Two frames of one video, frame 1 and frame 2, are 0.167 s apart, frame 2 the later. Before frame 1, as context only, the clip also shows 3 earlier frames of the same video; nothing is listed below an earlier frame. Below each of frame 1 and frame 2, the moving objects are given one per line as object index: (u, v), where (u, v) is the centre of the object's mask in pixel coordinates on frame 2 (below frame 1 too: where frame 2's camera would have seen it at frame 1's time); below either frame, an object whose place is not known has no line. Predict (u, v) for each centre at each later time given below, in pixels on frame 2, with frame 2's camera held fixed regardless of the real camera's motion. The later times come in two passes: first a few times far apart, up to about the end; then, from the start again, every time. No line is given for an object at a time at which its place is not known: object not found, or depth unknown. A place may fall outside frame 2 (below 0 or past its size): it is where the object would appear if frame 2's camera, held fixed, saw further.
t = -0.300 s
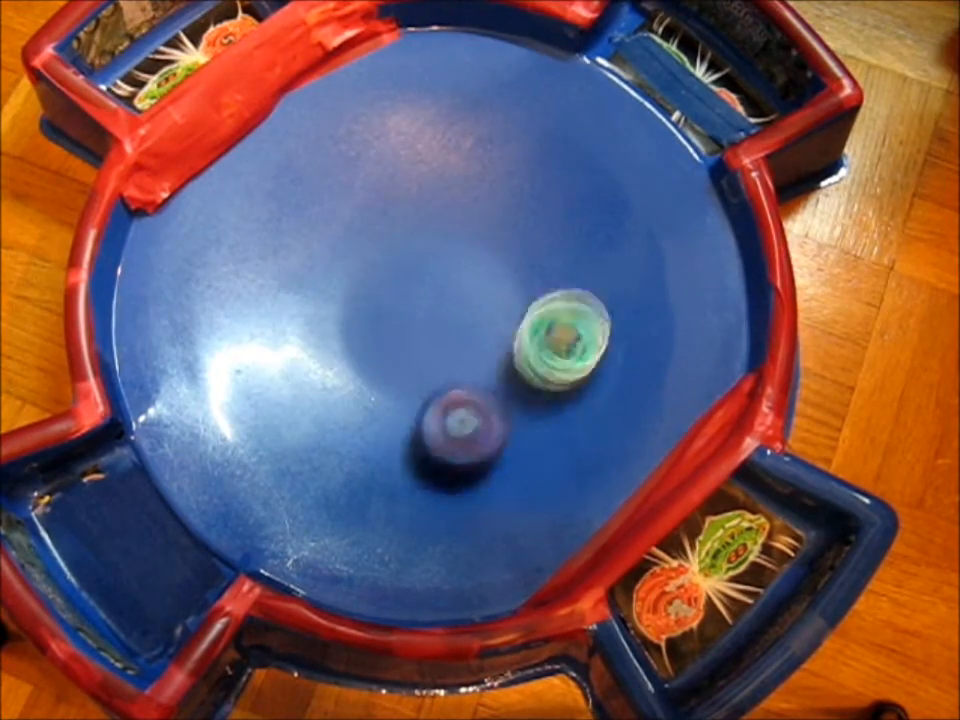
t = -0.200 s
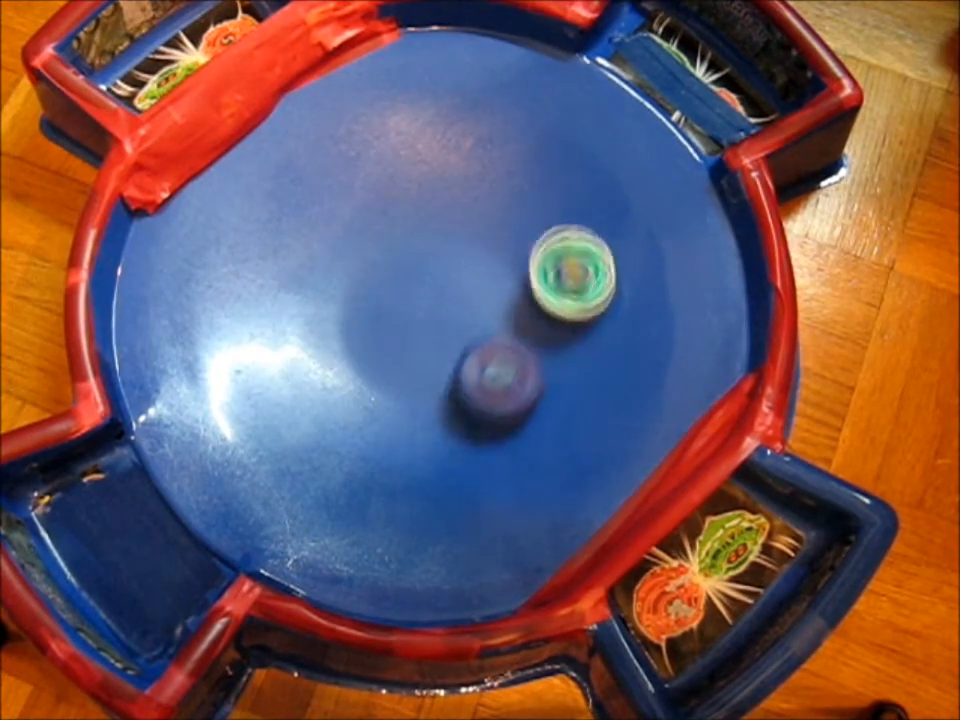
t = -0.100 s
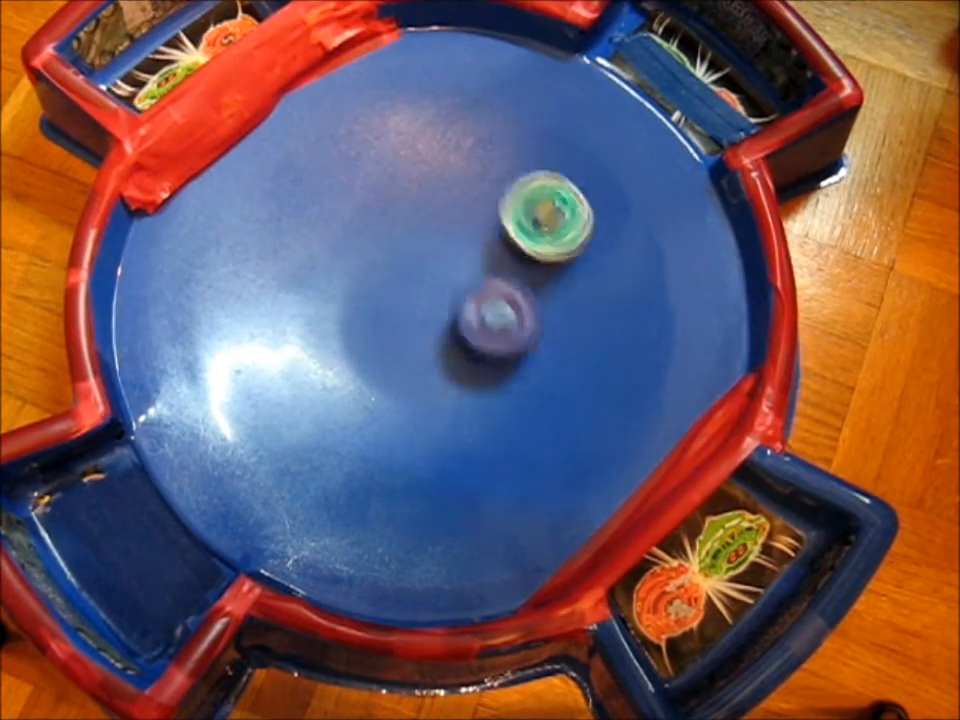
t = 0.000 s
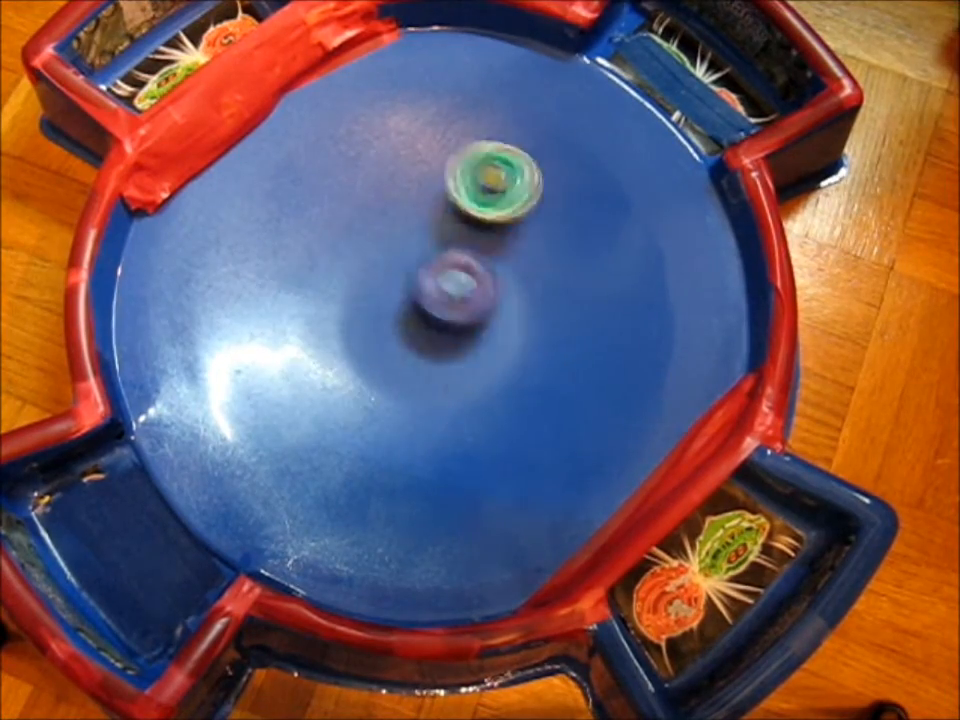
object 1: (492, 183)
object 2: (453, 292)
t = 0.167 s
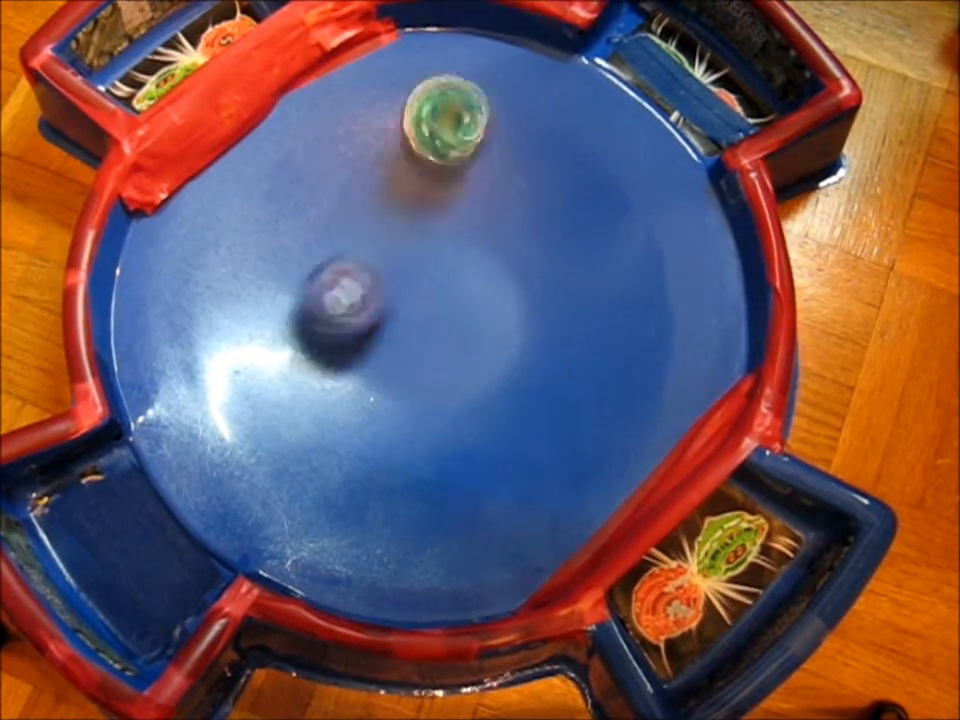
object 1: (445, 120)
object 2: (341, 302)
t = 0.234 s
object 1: (458, 57)
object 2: (298, 325)
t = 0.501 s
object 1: (416, 89)
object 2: (338, 417)
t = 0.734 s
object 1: (348, 259)
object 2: (445, 334)
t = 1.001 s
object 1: (304, 223)
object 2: (629, 333)
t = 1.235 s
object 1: (333, 266)
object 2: (590, 230)
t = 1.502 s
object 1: (347, 251)
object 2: (420, 272)
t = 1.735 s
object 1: (353, 249)
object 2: (383, 404)
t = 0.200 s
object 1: (456, 86)
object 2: (317, 315)
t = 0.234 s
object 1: (458, 57)
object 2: (298, 325)
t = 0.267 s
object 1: (459, 38)
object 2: (287, 338)
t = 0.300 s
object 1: (456, 32)
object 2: (281, 352)
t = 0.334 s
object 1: (450, 32)
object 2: (277, 370)
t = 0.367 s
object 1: (439, 40)
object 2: (279, 386)
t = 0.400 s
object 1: (434, 50)
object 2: (287, 400)
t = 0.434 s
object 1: (431, 62)
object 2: (301, 409)
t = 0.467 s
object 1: (425, 77)
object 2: (319, 415)
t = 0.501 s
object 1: (416, 89)
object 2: (338, 417)
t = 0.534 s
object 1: (407, 102)
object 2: (360, 417)
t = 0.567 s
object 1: (396, 114)
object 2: (385, 411)
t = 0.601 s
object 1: (386, 132)
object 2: (404, 397)
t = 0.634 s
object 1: (375, 157)
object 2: (420, 379)
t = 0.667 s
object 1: (366, 190)
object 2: (429, 359)
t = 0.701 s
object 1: (361, 227)
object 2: (431, 338)
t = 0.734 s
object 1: (348, 259)
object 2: (445, 334)
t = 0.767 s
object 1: (314, 243)
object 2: (490, 370)
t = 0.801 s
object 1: (290, 230)
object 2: (523, 394)
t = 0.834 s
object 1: (278, 225)
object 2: (545, 402)
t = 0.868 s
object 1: (277, 221)
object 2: (564, 399)
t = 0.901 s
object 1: (280, 220)
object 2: (582, 384)
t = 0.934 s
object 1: (287, 218)
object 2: (600, 368)
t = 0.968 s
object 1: (294, 219)
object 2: (616, 351)
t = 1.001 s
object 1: (304, 223)
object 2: (629, 333)
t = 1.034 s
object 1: (311, 230)
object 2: (637, 315)
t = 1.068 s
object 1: (320, 239)
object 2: (641, 297)
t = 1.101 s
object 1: (326, 250)
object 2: (641, 280)
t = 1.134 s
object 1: (330, 259)
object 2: (635, 265)
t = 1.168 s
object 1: (332, 264)
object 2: (625, 251)
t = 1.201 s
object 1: (333, 266)
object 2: (609, 238)
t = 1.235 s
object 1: (333, 266)
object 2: (590, 230)
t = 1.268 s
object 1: (334, 265)
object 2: (568, 224)
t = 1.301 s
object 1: (336, 264)
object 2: (545, 220)
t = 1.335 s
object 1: (340, 263)
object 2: (520, 221)
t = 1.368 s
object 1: (342, 260)
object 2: (496, 225)
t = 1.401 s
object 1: (345, 258)
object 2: (471, 233)
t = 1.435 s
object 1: (346, 255)
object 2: (446, 245)
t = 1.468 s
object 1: (347, 253)
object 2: (432, 256)
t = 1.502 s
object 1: (347, 251)
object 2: (420, 272)
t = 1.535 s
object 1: (342, 246)
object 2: (415, 291)
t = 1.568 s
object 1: (340, 243)
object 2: (414, 313)
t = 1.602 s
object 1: (345, 243)
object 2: (408, 332)
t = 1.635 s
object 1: (350, 243)
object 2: (400, 351)
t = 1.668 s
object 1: (353, 245)
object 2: (391, 369)
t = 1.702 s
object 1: (354, 248)
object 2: (384, 386)
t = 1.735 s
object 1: (353, 249)
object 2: (383, 404)
